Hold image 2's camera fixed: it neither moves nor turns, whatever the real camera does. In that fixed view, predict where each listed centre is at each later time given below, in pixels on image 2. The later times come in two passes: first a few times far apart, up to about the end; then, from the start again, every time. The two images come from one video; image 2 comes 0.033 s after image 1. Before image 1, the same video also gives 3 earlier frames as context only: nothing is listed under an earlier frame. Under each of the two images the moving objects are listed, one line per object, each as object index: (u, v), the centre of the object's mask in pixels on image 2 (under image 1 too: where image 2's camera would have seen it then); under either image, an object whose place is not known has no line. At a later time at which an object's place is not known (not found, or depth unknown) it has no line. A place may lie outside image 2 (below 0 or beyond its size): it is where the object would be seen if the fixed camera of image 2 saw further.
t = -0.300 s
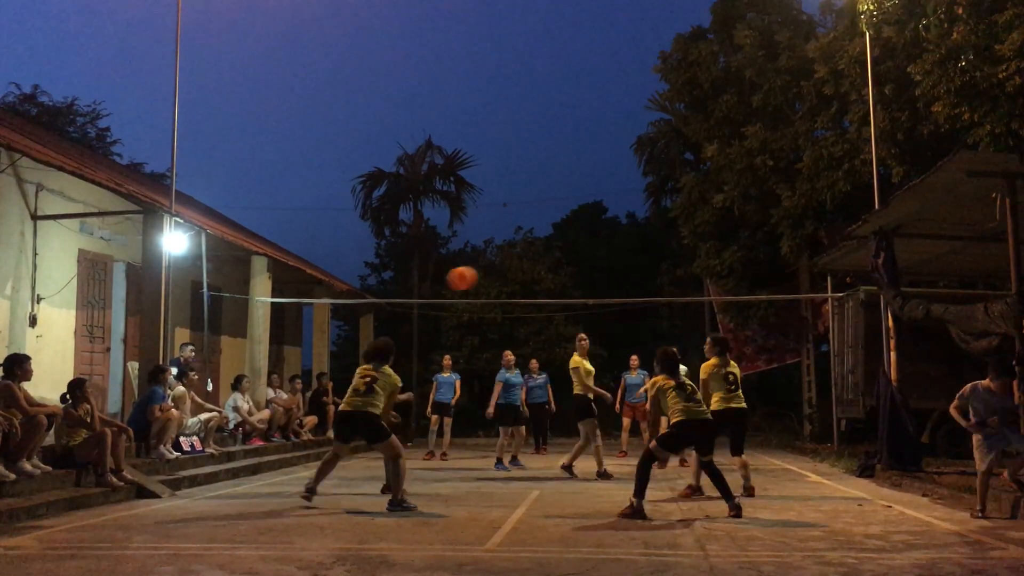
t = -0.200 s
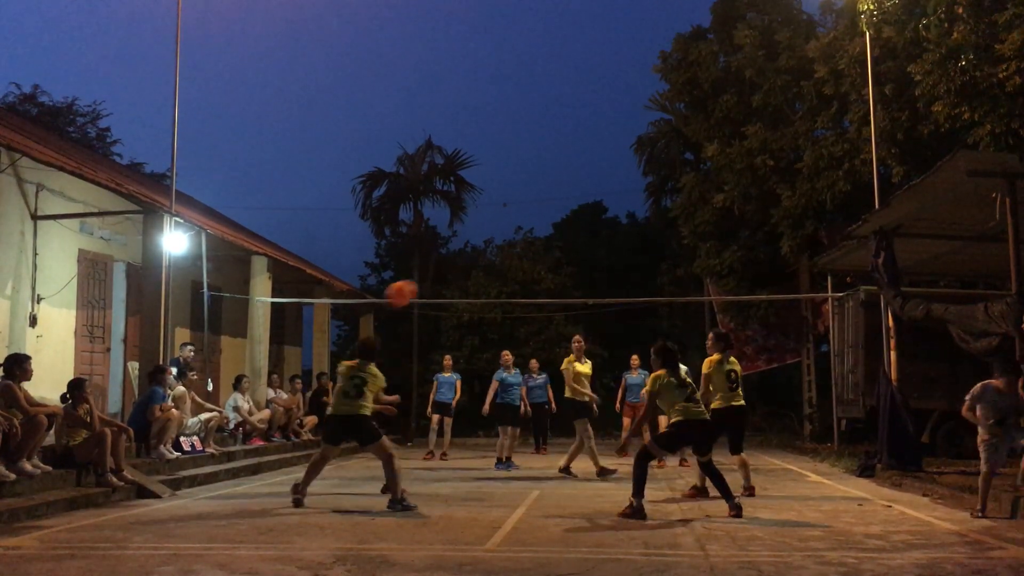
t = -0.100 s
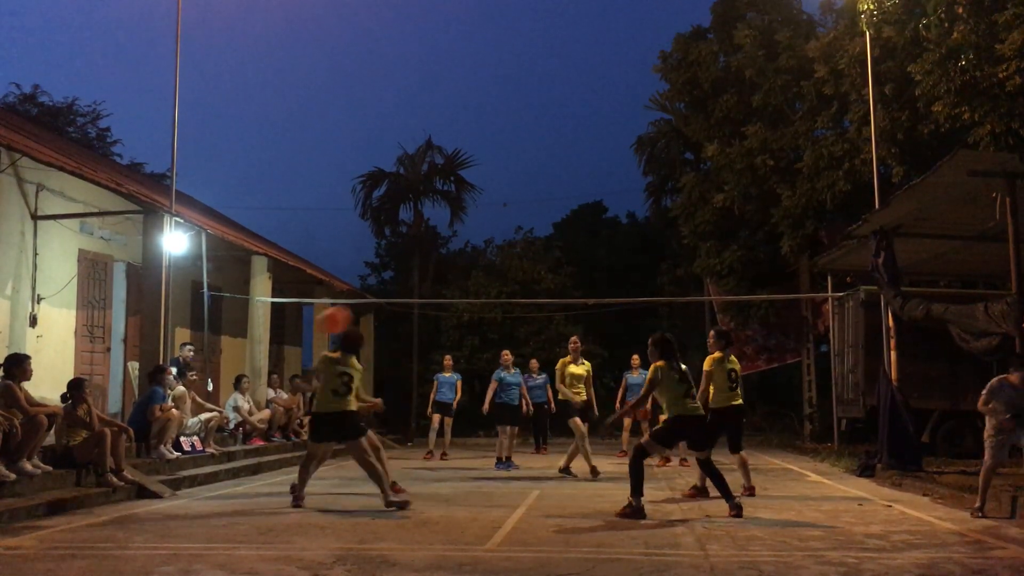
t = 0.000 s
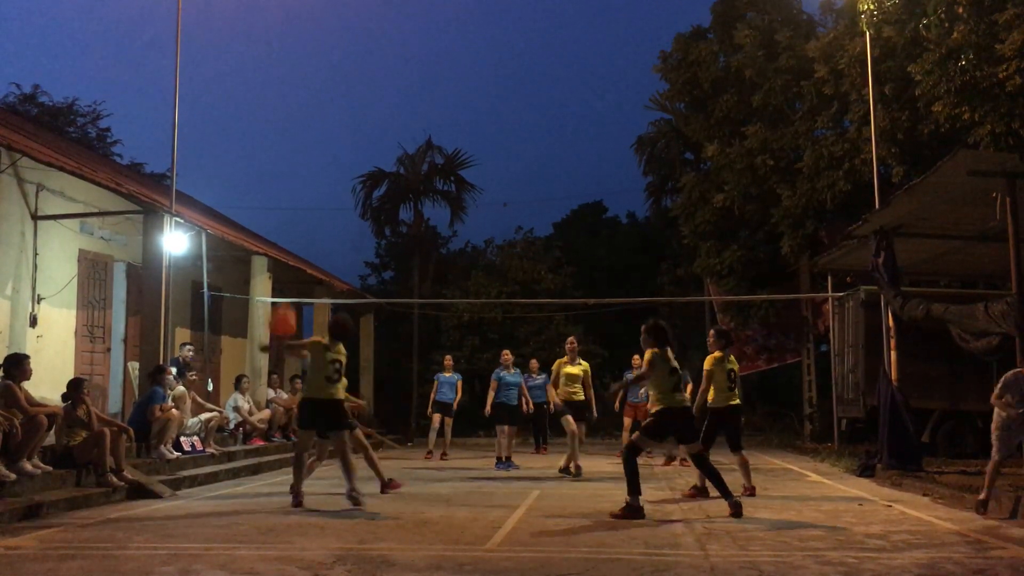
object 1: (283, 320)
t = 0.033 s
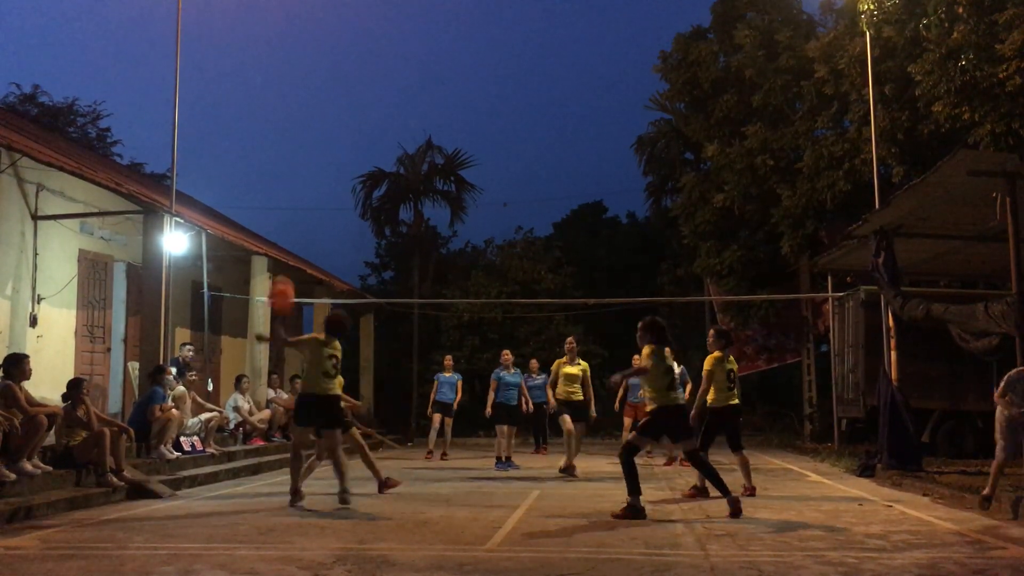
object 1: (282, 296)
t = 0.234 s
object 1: (273, 165)
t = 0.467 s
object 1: (263, 80)
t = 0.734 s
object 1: (250, 56)
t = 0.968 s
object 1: (238, 94)
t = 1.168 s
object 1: (227, 169)
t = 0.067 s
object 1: (281, 271)
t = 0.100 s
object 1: (278, 246)
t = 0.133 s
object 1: (277, 222)
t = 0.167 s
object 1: (276, 203)
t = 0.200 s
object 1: (274, 184)
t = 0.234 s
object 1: (273, 165)
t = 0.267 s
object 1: (272, 150)
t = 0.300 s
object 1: (271, 135)
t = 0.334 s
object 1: (269, 121)
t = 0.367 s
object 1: (268, 109)
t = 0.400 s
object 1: (266, 98)
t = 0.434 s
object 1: (265, 88)
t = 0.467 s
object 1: (263, 80)
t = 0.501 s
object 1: (261, 73)
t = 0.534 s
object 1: (260, 67)
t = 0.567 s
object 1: (258, 63)
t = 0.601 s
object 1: (256, 59)
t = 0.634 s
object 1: (255, 57)
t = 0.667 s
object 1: (253, 56)
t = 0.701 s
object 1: (251, 55)
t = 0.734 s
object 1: (250, 56)
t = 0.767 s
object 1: (248, 59)
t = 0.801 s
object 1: (246, 62)
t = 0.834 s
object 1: (244, 66)
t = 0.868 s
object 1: (243, 72)
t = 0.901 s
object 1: (241, 78)
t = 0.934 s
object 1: (240, 85)
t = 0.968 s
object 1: (238, 94)
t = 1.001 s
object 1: (236, 104)
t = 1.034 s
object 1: (235, 115)
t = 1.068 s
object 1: (233, 126)
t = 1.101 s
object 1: (231, 139)
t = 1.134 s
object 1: (229, 154)
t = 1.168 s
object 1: (227, 169)
